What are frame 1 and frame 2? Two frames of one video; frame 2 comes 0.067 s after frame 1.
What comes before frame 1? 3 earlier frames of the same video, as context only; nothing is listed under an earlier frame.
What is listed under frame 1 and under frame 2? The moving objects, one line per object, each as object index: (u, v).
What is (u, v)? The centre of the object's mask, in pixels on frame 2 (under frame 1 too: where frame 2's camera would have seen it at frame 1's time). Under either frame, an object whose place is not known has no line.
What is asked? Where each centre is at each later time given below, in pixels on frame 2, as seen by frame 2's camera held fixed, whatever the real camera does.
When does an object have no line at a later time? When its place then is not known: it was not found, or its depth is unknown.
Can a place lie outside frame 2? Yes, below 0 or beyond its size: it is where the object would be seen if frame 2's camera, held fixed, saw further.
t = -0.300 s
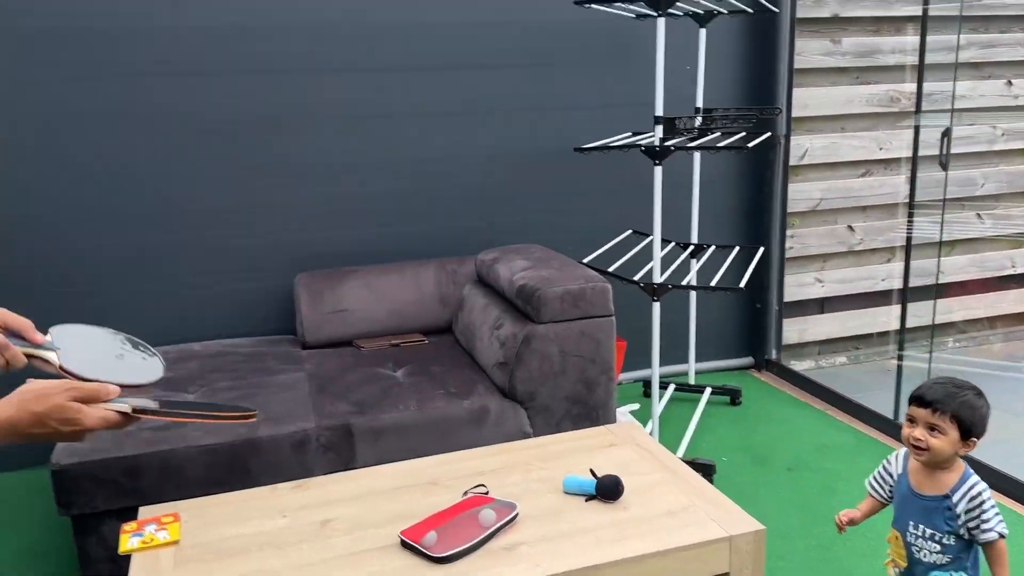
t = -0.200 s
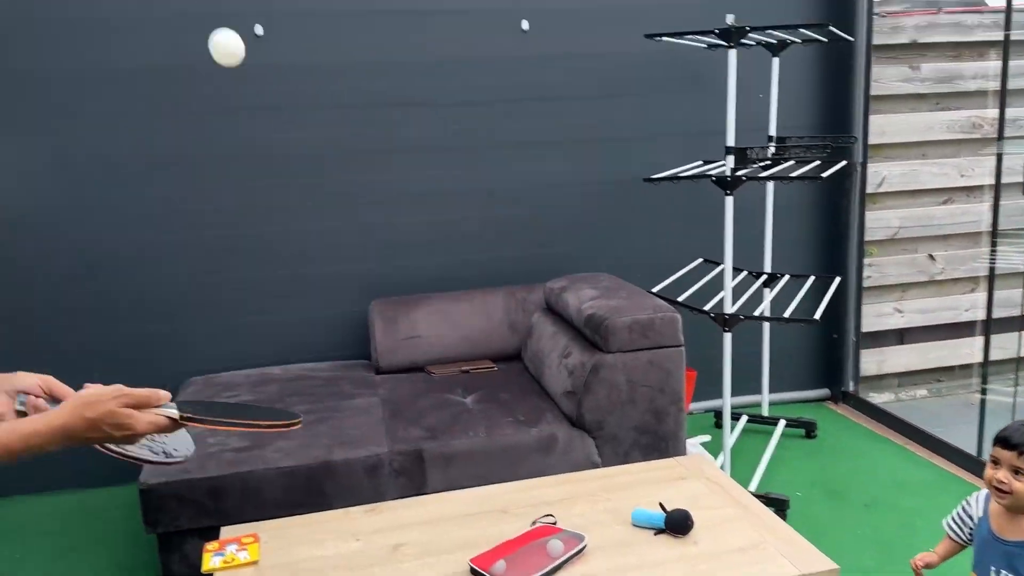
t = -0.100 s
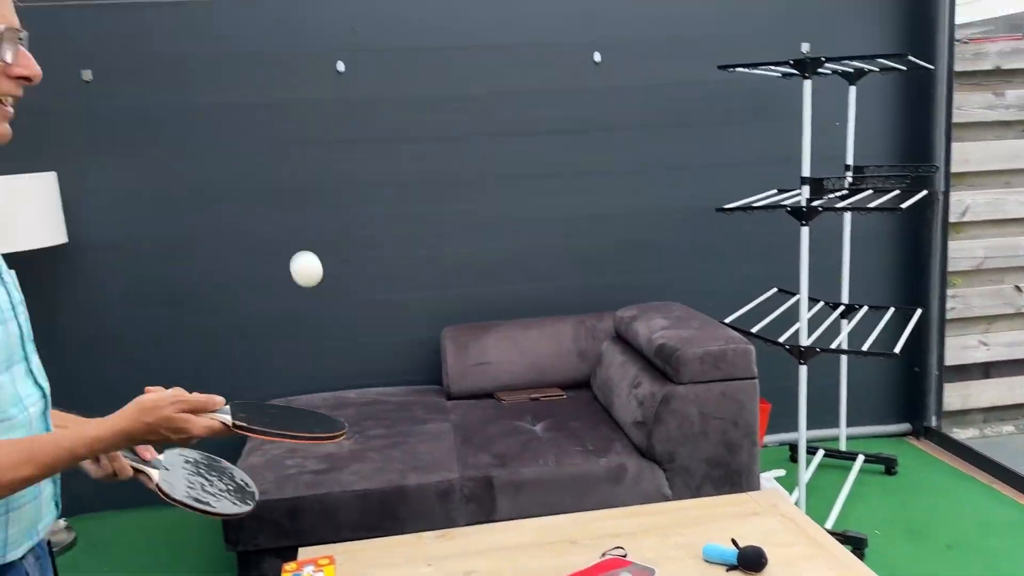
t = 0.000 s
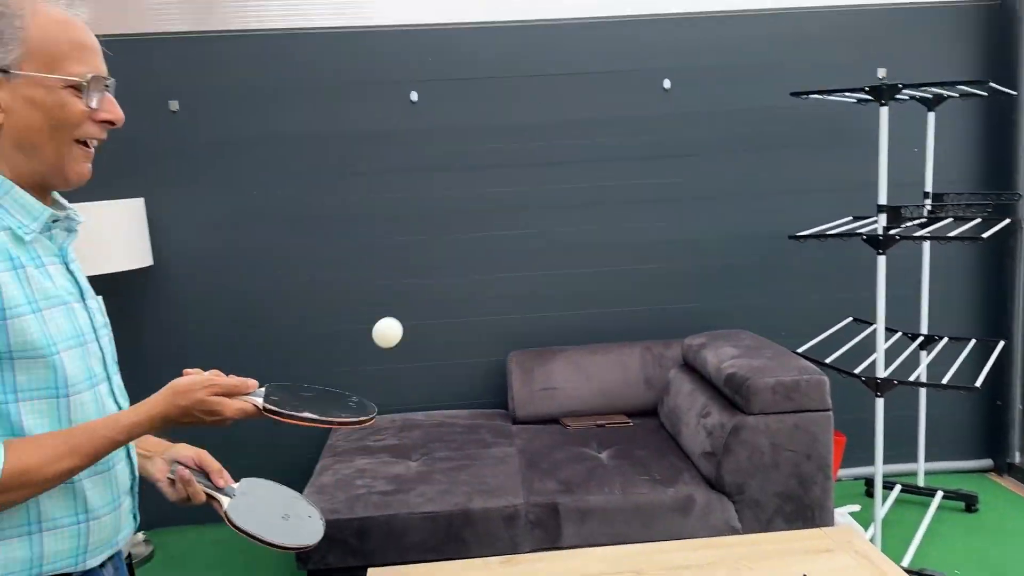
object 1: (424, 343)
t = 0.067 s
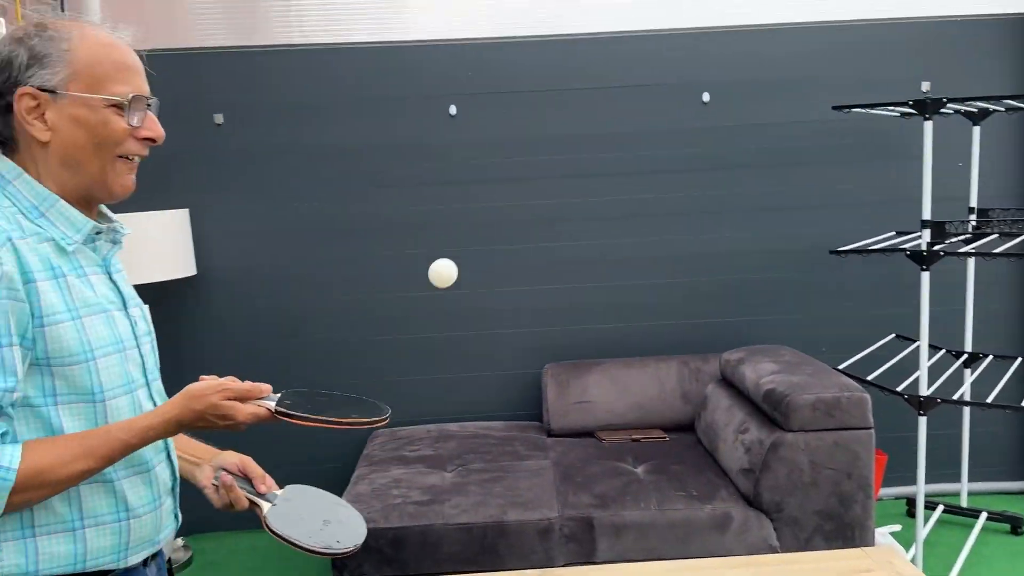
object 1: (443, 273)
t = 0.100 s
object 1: (453, 249)
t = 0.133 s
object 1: (464, 232)
